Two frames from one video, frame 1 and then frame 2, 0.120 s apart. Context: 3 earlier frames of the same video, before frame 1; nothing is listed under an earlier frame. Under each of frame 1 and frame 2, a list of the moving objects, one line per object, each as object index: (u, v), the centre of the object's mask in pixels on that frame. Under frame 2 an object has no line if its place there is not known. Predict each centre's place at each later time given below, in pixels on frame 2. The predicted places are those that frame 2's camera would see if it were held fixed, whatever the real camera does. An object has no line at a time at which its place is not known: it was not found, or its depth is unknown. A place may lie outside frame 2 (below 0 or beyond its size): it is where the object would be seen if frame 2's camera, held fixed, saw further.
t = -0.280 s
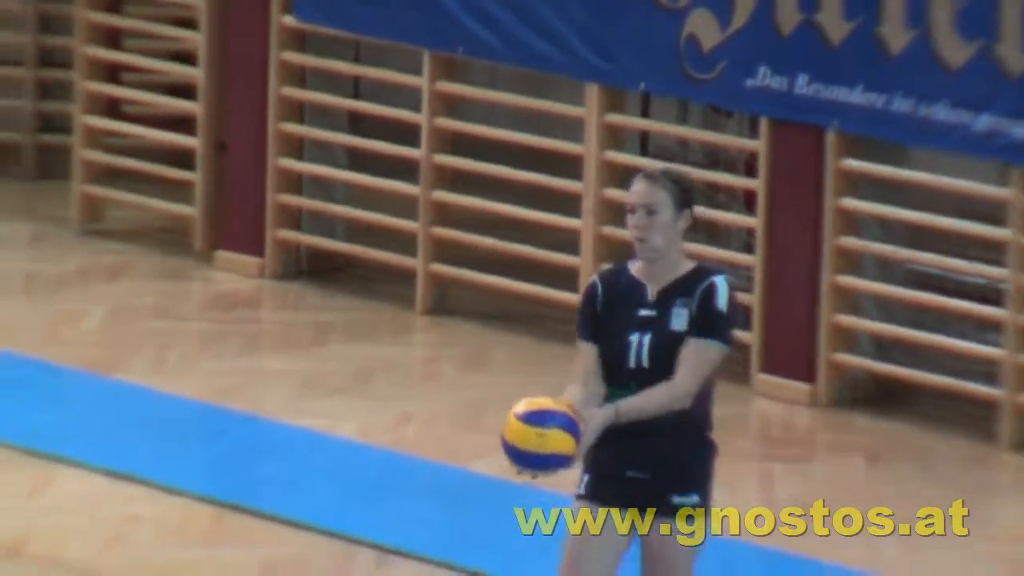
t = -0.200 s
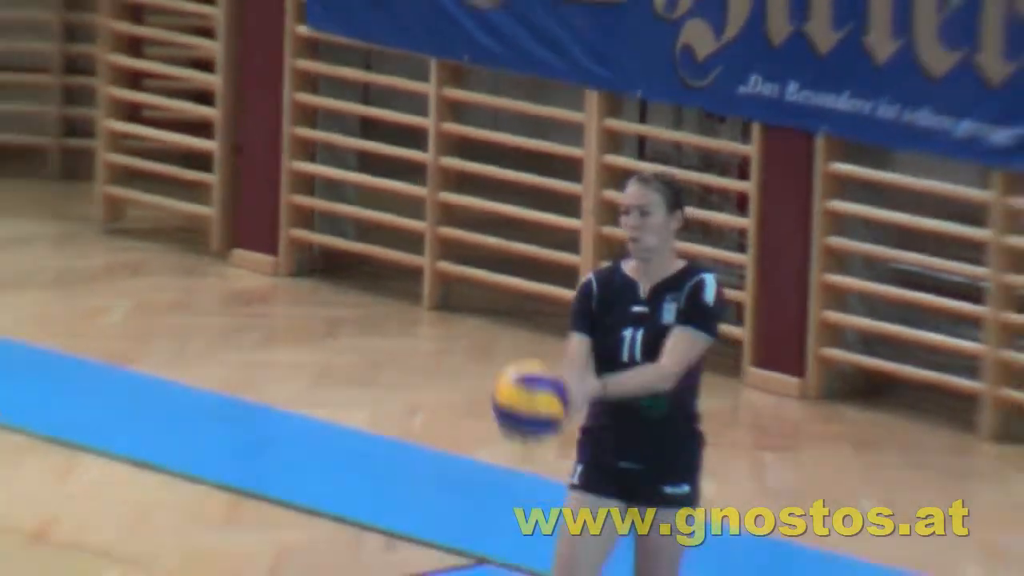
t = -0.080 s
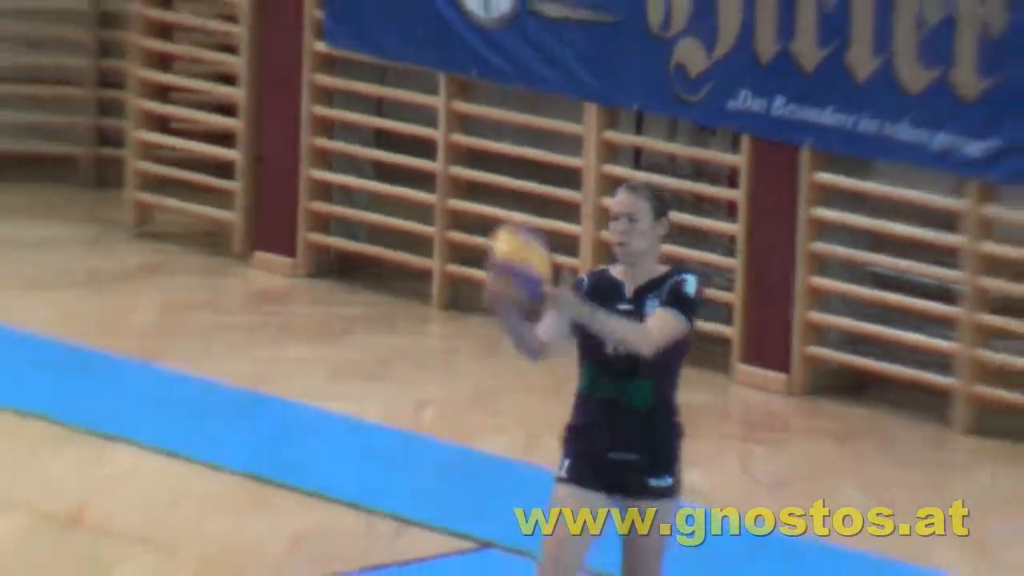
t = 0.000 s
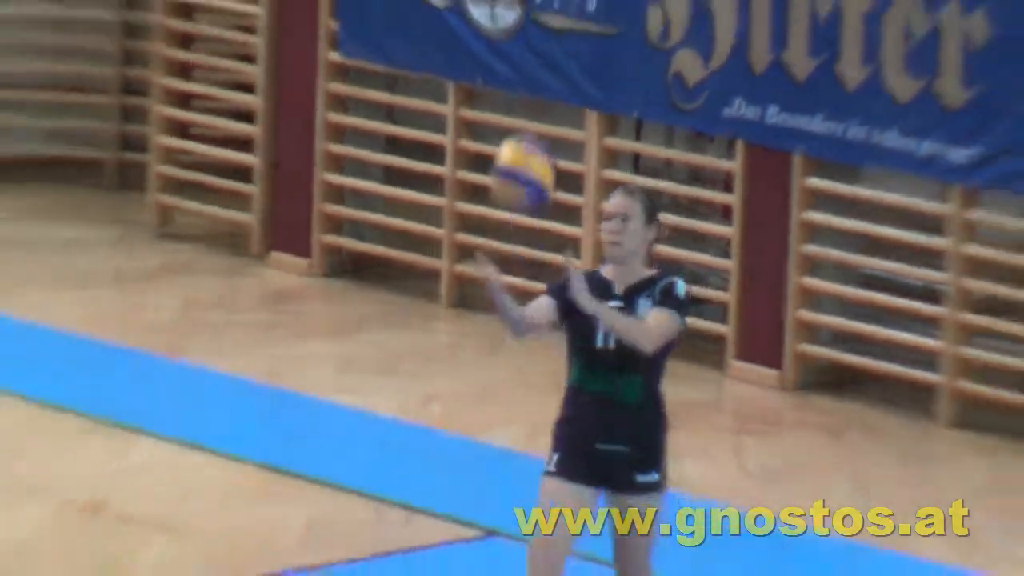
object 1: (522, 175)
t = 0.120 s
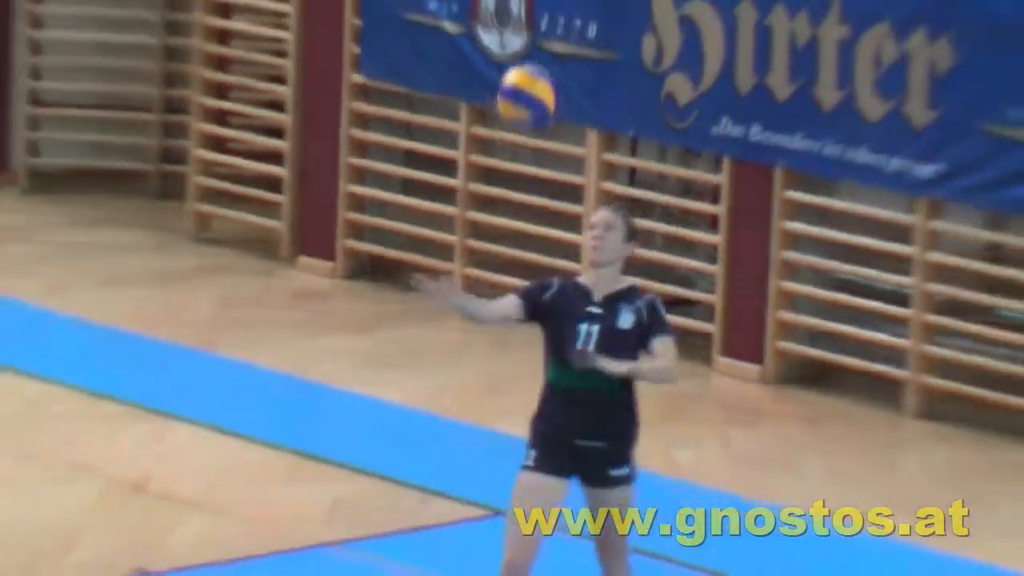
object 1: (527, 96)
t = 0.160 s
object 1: (526, 78)
